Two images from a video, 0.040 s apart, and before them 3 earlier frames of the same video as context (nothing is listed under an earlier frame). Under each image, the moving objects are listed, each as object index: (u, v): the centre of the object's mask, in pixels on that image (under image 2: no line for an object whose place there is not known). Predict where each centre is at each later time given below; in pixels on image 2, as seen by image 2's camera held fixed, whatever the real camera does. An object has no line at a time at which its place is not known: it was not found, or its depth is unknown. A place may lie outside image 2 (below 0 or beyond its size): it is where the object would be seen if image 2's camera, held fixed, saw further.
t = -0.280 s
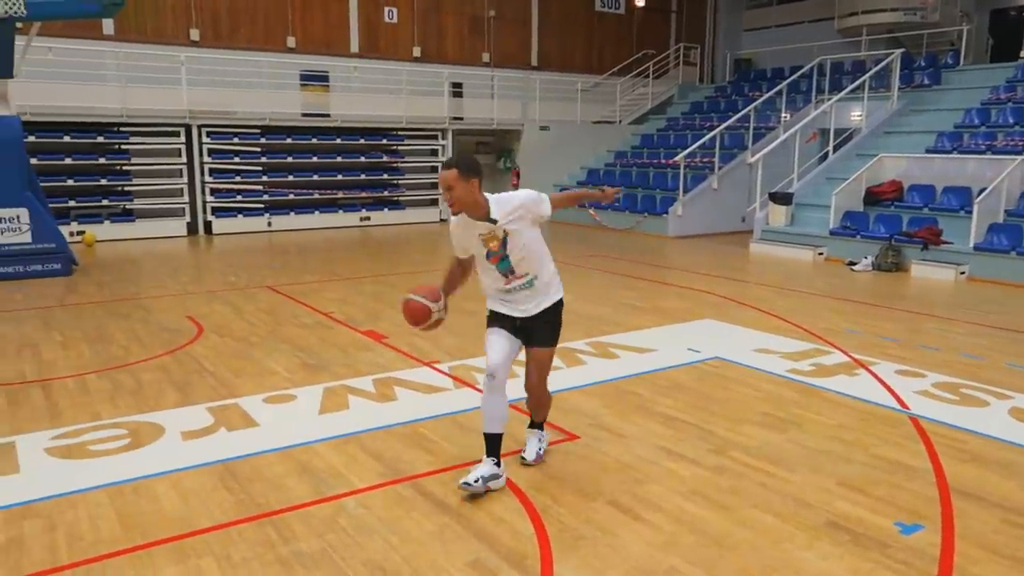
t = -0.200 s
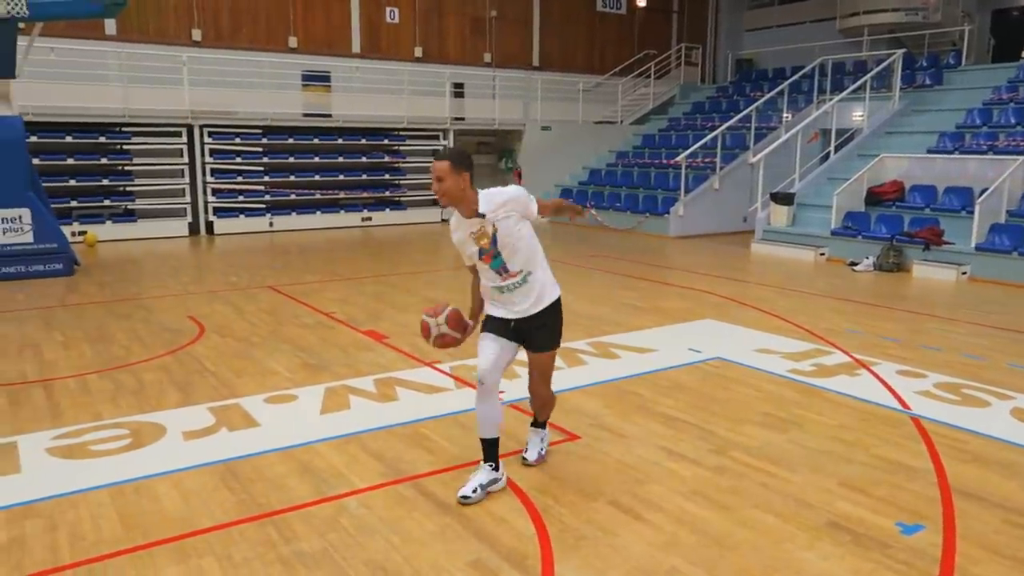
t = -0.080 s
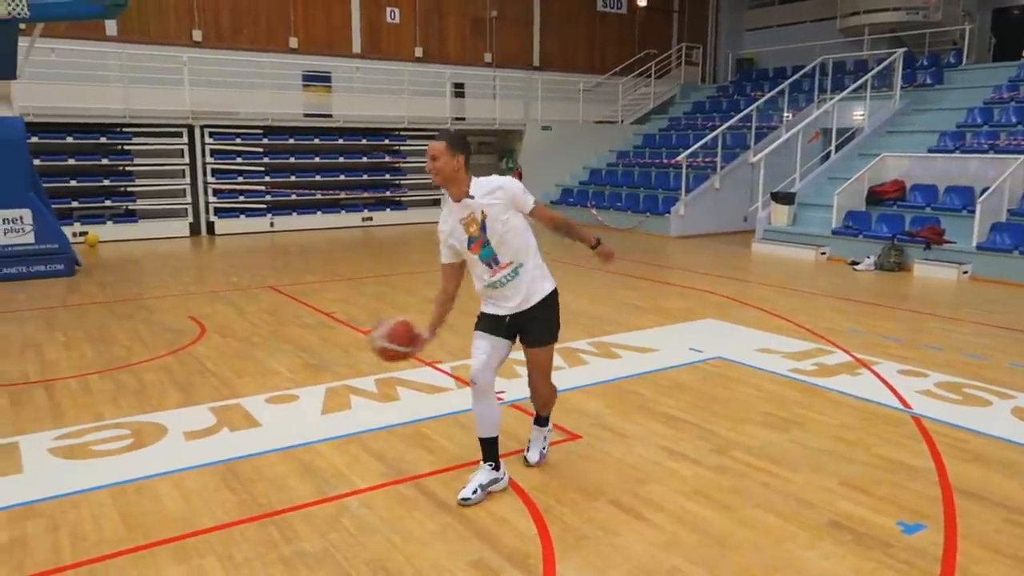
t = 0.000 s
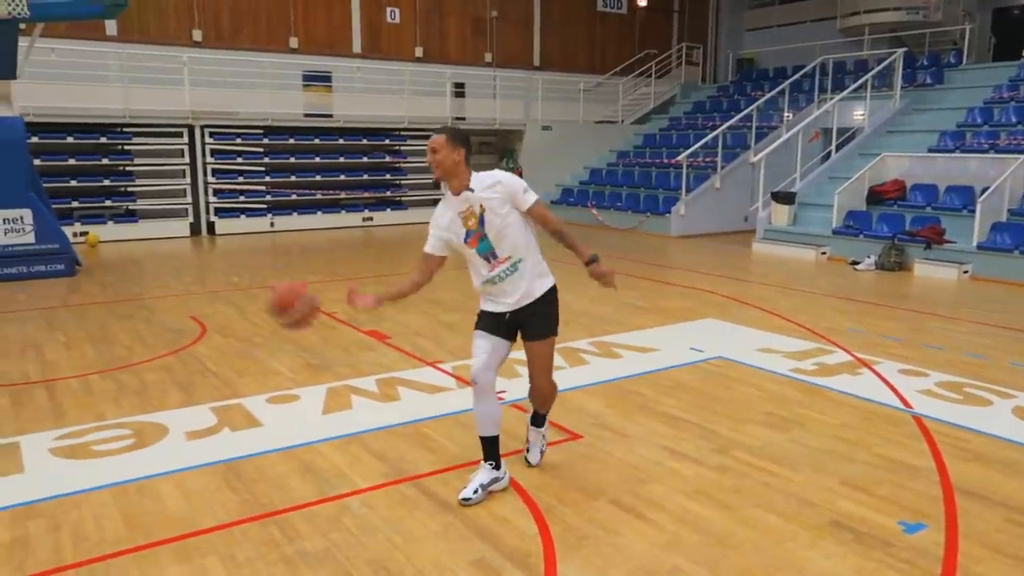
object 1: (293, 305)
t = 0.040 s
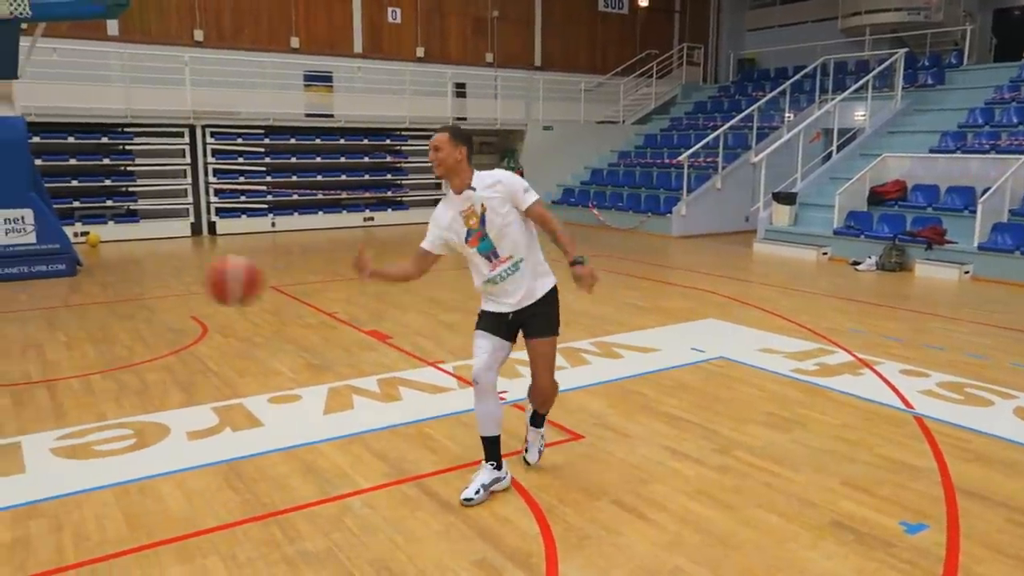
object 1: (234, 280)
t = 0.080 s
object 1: (167, 259)
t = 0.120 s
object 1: (98, 239)
